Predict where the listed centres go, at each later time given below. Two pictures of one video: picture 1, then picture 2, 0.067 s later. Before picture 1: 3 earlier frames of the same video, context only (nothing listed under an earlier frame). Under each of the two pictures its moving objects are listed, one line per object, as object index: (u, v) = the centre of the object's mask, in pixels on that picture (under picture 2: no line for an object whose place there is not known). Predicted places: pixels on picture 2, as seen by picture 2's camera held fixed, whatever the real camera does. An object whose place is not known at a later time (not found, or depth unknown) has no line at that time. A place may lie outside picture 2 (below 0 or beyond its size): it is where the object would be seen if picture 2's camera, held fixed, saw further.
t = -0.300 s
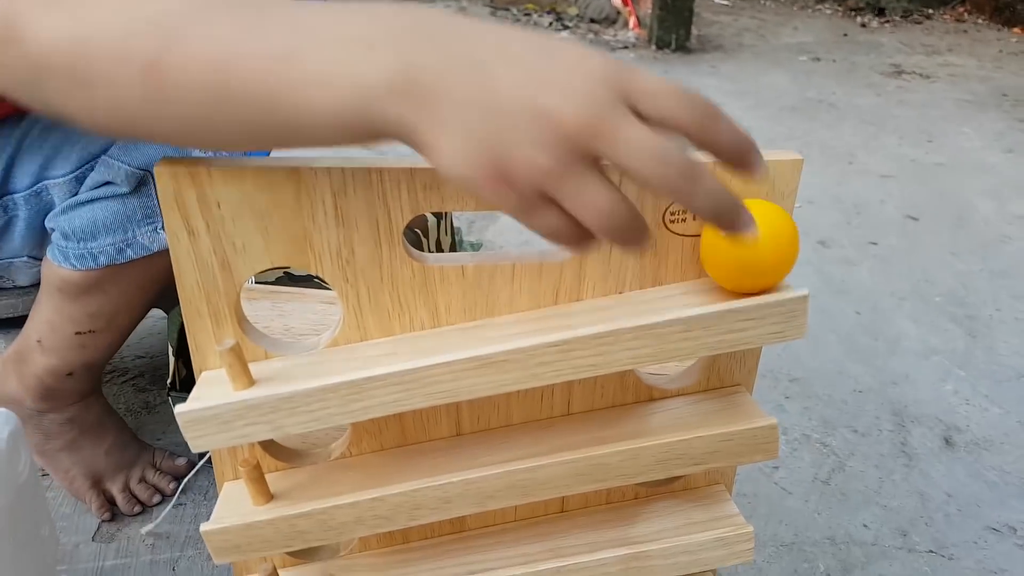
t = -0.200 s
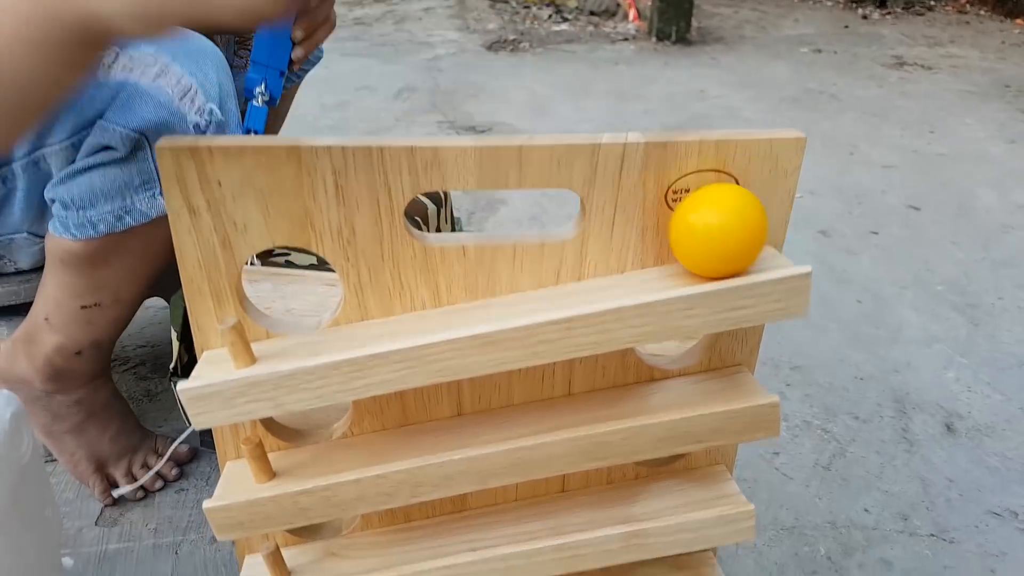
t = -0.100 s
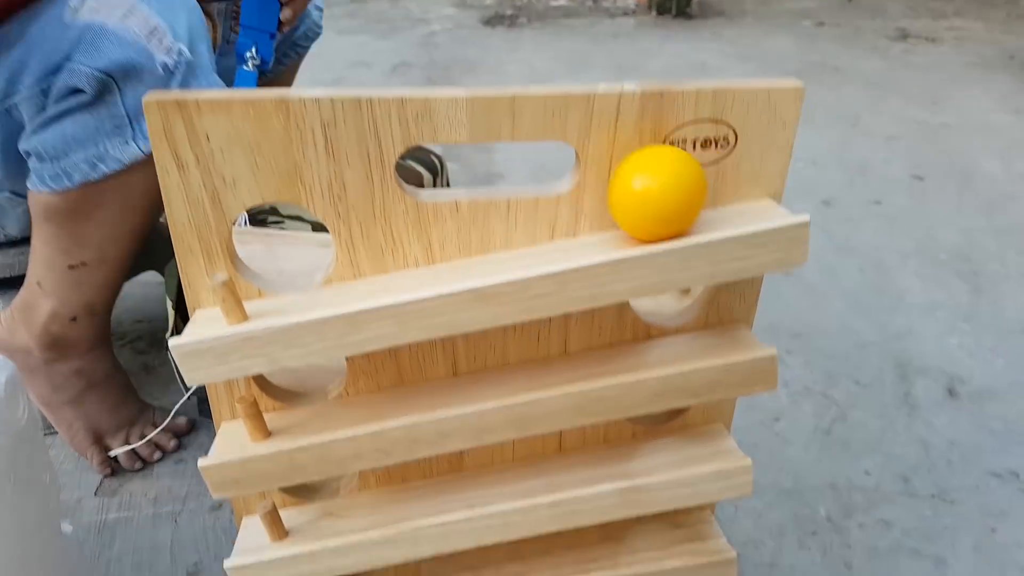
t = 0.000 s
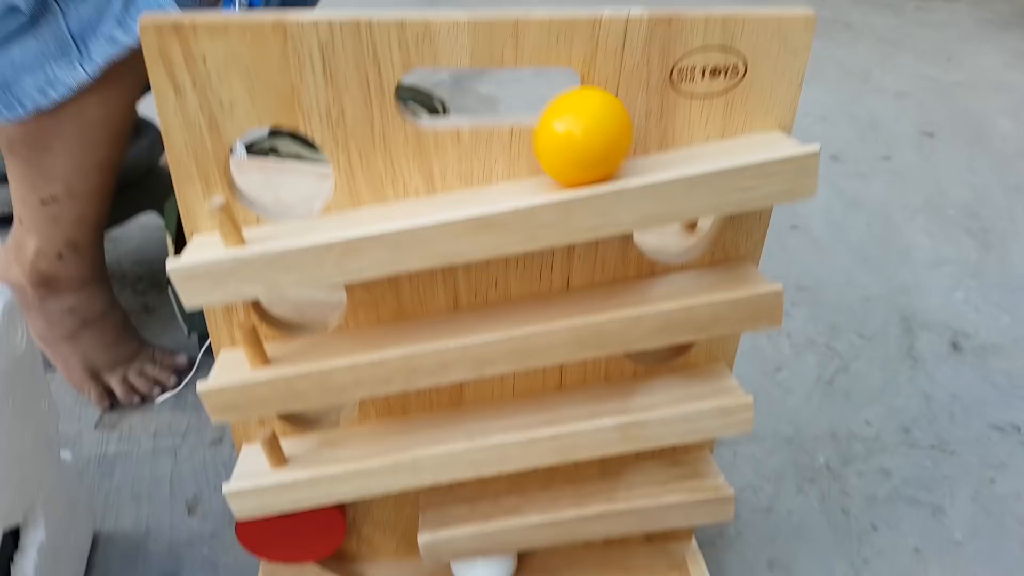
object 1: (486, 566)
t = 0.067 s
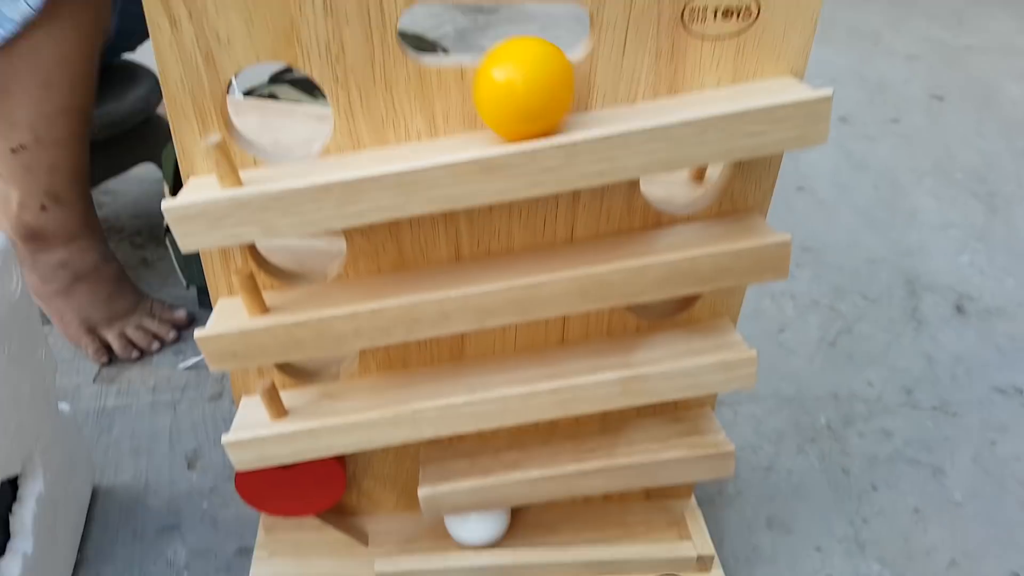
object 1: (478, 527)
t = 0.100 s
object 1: (475, 528)
